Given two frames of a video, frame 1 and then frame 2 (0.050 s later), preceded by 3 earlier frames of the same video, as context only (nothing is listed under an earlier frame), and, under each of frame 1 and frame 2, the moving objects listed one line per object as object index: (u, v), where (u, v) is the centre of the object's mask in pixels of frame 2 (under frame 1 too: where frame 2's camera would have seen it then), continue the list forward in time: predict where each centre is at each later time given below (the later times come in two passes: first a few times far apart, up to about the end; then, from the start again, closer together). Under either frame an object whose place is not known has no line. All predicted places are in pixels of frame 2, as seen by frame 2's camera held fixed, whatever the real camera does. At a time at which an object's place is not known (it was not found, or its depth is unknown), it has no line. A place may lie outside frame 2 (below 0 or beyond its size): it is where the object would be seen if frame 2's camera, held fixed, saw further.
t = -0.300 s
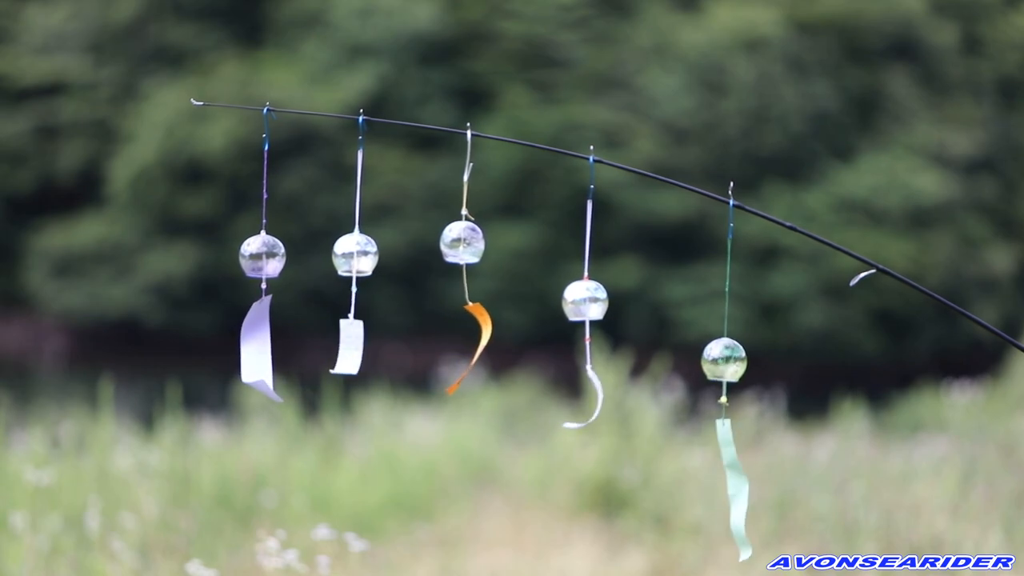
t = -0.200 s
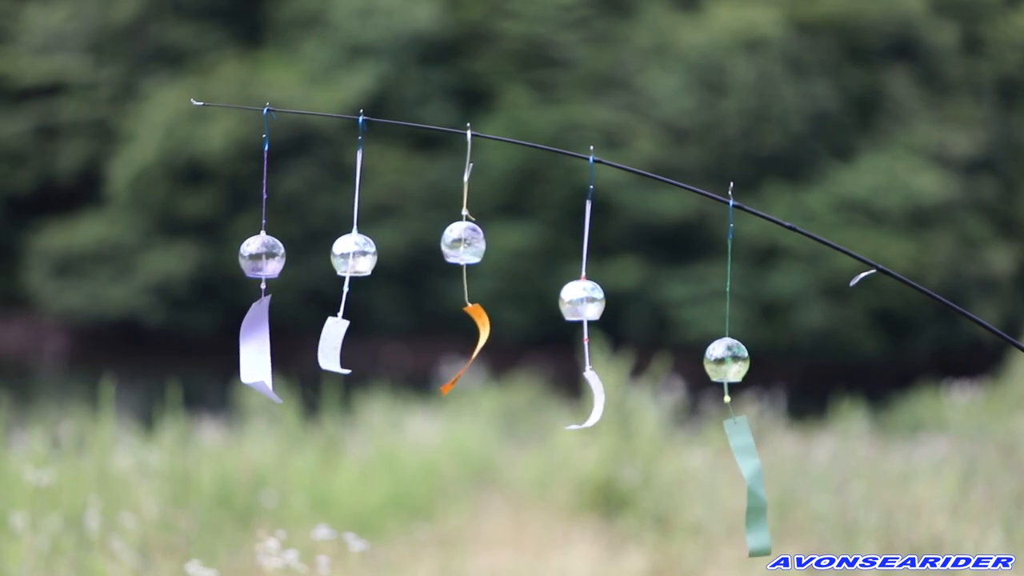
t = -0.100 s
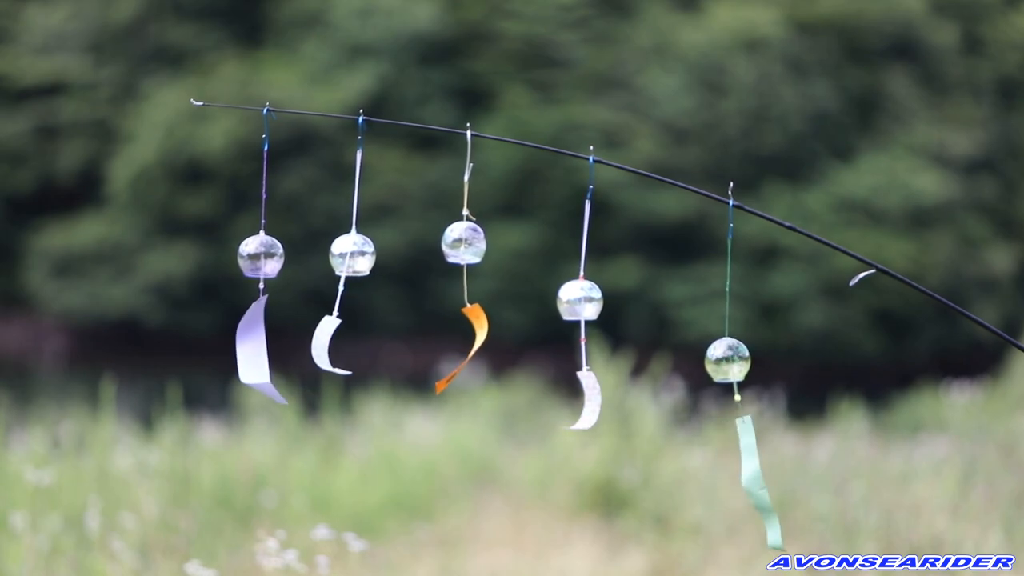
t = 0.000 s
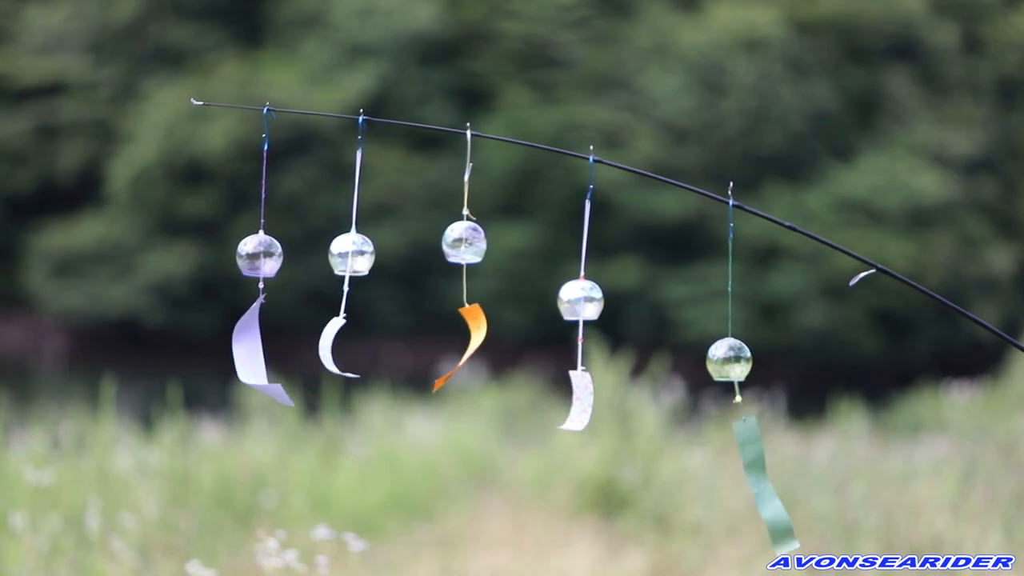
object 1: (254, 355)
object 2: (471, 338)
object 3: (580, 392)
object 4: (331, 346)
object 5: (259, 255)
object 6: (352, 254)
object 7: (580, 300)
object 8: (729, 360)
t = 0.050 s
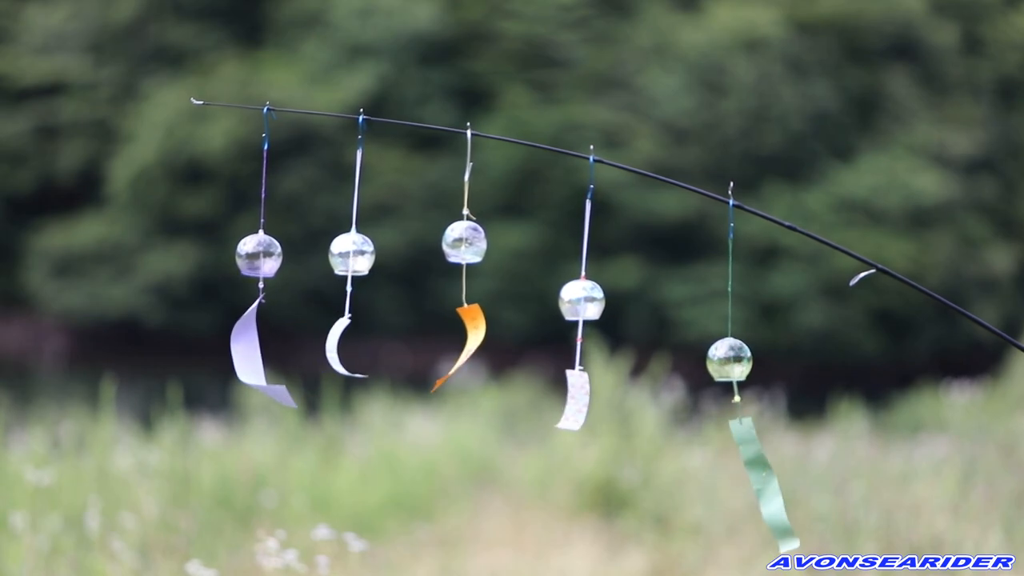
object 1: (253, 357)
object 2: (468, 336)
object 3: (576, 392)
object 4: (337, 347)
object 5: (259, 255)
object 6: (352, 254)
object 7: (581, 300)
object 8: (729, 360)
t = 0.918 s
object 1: (257, 361)
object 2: (465, 337)
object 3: (580, 391)
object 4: (336, 345)
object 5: (261, 254)
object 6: (349, 253)
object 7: (584, 300)
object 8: (724, 360)
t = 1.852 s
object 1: (256, 347)
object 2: (459, 344)
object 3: (582, 385)
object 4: (350, 346)
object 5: (258, 255)
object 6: (350, 253)
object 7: (588, 300)
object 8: (721, 359)
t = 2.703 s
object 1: (263, 344)
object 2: (464, 339)
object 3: (596, 390)
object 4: (372, 344)
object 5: (260, 253)
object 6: (359, 252)
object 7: (592, 299)
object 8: (729, 359)
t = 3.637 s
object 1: (267, 346)
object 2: (445, 342)
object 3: (604, 389)
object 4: (369, 347)
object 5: (261, 255)
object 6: (359, 253)
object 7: (590, 299)
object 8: (721, 359)
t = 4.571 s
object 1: (253, 351)
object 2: (447, 342)
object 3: (589, 392)
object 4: (366, 359)
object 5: (260, 257)
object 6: (359, 255)
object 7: (584, 301)
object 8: (722, 360)
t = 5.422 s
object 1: (300, 354)
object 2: (451, 340)
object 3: (570, 391)
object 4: (353, 349)
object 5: (269, 257)
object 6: (356, 255)
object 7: (581, 301)
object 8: (729, 360)
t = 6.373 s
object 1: (276, 353)
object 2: (467, 342)
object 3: (600, 391)
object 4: (348, 351)
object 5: (263, 258)
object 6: (355, 255)
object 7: (585, 301)
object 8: (734, 361)
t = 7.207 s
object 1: (239, 360)
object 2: (466, 343)
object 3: (614, 385)
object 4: (347, 347)
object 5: (260, 254)
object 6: (355, 253)
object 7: (592, 300)
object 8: (730, 360)
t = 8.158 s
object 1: (243, 362)
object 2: (443, 342)
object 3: (617, 383)
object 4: (355, 347)
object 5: (262, 253)
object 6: (356, 251)
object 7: (592, 299)
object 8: (727, 359)
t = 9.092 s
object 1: (263, 363)
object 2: (442, 336)
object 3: (594, 391)
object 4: (358, 346)
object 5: (263, 254)
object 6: (356, 252)
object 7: (586, 300)
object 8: (731, 360)
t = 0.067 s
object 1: (253, 358)
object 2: (467, 337)
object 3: (575, 391)
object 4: (339, 348)
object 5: (258, 255)
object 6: (353, 253)
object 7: (582, 300)
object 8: (729, 360)
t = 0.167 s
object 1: (251, 358)
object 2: (464, 339)
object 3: (571, 390)
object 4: (355, 349)
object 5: (258, 254)
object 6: (354, 253)
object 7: (585, 300)
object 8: (729, 359)
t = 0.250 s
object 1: (250, 358)
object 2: (459, 342)
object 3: (573, 390)
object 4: (367, 349)
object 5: (258, 254)
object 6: (354, 253)
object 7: (588, 300)
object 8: (728, 359)
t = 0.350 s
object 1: (246, 358)
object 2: (451, 343)
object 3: (581, 390)
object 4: (374, 348)
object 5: (258, 254)
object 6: (358, 253)
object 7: (589, 300)
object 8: (726, 360)
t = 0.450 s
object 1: (245, 360)
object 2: (445, 342)
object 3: (592, 391)
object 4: (372, 347)
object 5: (259, 255)
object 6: (360, 254)
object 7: (589, 300)
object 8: (724, 360)
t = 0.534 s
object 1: (246, 361)
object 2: (444, 339)
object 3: (600, 390)
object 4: (365, 347)
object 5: (260, 255)
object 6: (363, 253)
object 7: (588, 300)
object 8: (724, 360)
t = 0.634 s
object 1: (248, 360)
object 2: (449, 336)
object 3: (603, 390)
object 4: (353, 347)
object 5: (261, 255)
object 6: (360, 254)
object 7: (586, 300)
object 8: (723, 360)
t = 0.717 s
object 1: (253, 362)
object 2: (455, 335)
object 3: (600, 390)
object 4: (343, 345)
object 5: (261, 256)
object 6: (358, 254)
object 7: (585, 300)
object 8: (722, 360)
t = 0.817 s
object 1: (256, 362)
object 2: (462, 336)
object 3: (592, 391)
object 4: (337, 344)
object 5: (262, 255)
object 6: (354, 254)
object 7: (584, 300)
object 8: (723, 360)
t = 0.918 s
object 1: (257, 361)
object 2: (465, 337)
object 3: (580, 391)
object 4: (336, 345)
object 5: (261, 254)
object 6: (349, 253)
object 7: (584, 300)
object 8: (724, 360)
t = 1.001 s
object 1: (259, 361)
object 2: (465, 340)
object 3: (574, 390)
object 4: (338, 346)
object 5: (262, 254)
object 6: (349, 253)
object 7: (584, 300)
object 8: (726, 360)
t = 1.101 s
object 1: (259, 359)
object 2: (460, 341)
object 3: (573, 389)
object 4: (342, 347)
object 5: (262, 254)
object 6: (349, 253)
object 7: (584, 300)
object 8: (727, 360)
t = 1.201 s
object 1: (257, 354)
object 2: (452, 341)
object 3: (579, 388)
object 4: (350, 350)
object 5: (263, 254)
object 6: (352, 252)
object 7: (584, 300)
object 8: (727, 360)
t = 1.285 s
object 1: (254, 352)
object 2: (448, 340)
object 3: (588, 387)
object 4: (358, 352)
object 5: (263, 254)
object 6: (357, 253)
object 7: (585, 300)
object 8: (727, 360)
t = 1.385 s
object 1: (250, 343)
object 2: (447, 339)
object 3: (598, 384)
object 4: (366, 348)
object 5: (263, 255)
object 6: (361, 254)
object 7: (585, 300)
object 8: (726, 360)
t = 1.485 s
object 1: (248, 346)
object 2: (452, 336)
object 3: (605, 382)
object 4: (369, 346)
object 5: (263, 255)
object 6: (364, 254)
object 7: (586, 300)
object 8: (724, 360)
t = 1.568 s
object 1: (249, 345)
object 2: (457, 335)
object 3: (606, 382)
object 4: (370, 346)
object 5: (262, 255)
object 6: (361, 253)
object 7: (587, 300)
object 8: (723, 360)
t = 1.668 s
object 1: (248, 346)
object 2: (460, 338)
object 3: (600, 382)
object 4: (368, 346)
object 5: (261, 255)
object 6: (359, 254)
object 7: (588, 300)
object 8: (722, 359)
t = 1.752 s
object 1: (249, 345)
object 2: (460, 341)
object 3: (591, 382)
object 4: (361, 346)
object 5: (259, 255)
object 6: (354, 254)
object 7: (588, 300)
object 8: (720, 359)
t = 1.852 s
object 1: (256, 347)
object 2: (459, 344)
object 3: (582, 385)
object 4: (350, 346)
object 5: (258, 255)
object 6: (350, 253)
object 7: (588, 300)
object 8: (721, 359)
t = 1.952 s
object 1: (261, 353)
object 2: (457, 344)
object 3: (574, 385)
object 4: (336, 345)
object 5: (258, 255)
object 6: (350, 253)
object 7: (585, 300)
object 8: (721, 360)
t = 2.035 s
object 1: (265, 357)
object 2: (455, 343)
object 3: (571, 385)
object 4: (328, 344)
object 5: (259, 255)
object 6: (348, 253)
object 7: (583, 300)
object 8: (722, 360)
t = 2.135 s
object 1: (275, 359)
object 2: (453, 342)
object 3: (573, 388)
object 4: (325, 343)
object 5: (260, 255)
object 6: (349, 253)
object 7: (580, 300)
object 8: (723, 360)
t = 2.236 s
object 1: (288, 352)
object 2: (455, 339)
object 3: (580, 389)
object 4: (332, 344)
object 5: (262, 255)
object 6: (352, 254)
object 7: (580, 300)
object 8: (724, 360)
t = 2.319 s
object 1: (282, 344)
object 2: (458, 336)
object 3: (587, 390)
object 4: (345, 345)
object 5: (264, 255)
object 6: (356, 253)
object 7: (582, 300)
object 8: (725, 360)
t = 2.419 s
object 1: (273, 352)
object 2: (461, 337)
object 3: (592, 391)
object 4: (361, 345)
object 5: (265, 255)
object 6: (358, 253)
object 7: (585, 300)
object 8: (726, 360)
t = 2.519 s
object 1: (267, 364)
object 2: (464, 335)
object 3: (596, 391)
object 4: (374, 344)
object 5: (265, 255)
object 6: (361, 253)
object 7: (589, 300)
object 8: (727, 360)
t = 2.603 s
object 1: (265, 352)
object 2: (467, 335)
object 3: (597, 390)
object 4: (377, 343)
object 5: (263, 254)
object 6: (361, 252)
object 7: (591, 299)
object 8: (728, 359)
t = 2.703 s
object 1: (263, 344)
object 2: (464, 339)
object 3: (596, 390)
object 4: (372, 344)
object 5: (260, 253)
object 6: (359, 252)
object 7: (592, 299)
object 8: (729, 359)
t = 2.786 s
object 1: (261, 347)
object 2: (456, 341)
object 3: (594, 390)
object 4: (362, 345)
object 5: (258, 252)
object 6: (357, 252)
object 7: (591, 299)
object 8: (730, 359)
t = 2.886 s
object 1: (253, 353)
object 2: (442, 341)
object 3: (592, 389)
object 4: (347, 346)
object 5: (258, 252)
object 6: (352, 251)
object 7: (588, 299)
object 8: (731, 359)
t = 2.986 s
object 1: (255, 363)
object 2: (433, 337)
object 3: (587, 389)
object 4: (332, 344)
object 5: (258, 252)
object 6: (351, 252)
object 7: (584, 299)
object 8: (731, 359)
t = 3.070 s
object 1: (259, 354)
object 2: (434, 335)
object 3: (583, 389)
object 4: (325, 345)
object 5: (260, 254)
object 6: (351, 252)
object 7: (581, 299)
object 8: (731, 359)
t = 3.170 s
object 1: (255, 346)
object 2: (442, 334)
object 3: (579, 390)
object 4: (325, 347)
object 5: (263, 255)
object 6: (347, 253)
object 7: (580, 300)
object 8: (729, 360)
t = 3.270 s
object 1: (250, 354)
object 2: (453, 336)
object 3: (579, 391)
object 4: (335, 352)
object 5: (265, 256)
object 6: (349, 254)
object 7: (580, 300)
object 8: (727, 360)
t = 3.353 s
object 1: (254, 363)
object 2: (459, 341)
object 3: (581, 392)
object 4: (346, 351)
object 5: (265, 258)
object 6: (351, 255)
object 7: (581, 301)
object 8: (725, 360)
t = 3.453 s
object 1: (255, 361)
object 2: (460, 343)
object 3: (587, 393)
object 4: (360, 350)
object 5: (264, 257)
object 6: (355, 255)
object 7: (585, 301)
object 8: (723, 360)
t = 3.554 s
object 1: (265, 350)
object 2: (453, 343)
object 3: (596, 392)
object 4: (368, 349)
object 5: (263, 256)
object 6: (358, 254)
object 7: (588, 300)
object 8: (721, 360)
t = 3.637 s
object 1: (267, 346)
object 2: (445, 342)
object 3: (604, 389)
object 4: (369, 347)
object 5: (261, 255)
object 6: (359, 253)
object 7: (590, 299)
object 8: (721, 359)
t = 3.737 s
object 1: (267, 348)
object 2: (440, 339)
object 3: (612, 387)
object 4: (363, 347)
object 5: (259, 253)
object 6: (359, 252)
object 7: (591, 299)
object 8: (721, 359)
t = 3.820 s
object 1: (263, 352)
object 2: (440, 338)
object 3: (613, 386)
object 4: (355, 346)
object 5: (259, 252)
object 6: (357, 251)
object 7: (591, 299)
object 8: (723, 359)
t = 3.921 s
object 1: (258, 356)
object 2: (448, 337)
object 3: (611, 386)
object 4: (345, 344)
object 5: (260, 251)
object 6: (354, 250)
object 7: (590, 299)
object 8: (726, 359)
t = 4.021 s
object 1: (258, 357)
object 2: (457, 339)
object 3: (604, 388)
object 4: (337, 344)
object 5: (262, 252)
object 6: (351, 250)
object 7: (588, 299)
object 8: (728, 359)
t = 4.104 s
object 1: (265, 360)
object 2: (463, 342)
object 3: (595, 390)
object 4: (335, 351)
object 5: (263, 253)
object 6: (350, 252)
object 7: (586, 299)
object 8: (729, 360)
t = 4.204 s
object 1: (278, 363)
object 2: (468, 344)
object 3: (585, 392)
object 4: (337, 349)
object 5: (265, 255)
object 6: (351, 252)
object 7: (585, 300)
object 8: (729, 360)
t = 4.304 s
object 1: (286, 368)
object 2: (464, 347)
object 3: (577, 393)
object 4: (347, 358)
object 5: (265, 257)
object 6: (352, 255)
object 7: (584, 301)
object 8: (729, 360)
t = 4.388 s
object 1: (282, 358)
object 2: (458, 349)
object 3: (576, 394)
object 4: (356, 362)
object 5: (264, 258)
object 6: (354, 256)
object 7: (583, 301)
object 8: (727, 361)
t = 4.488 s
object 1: (269, 351)
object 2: (450, 348)
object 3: (581, 393)
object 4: (362, 360)
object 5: (262, 258)
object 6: (357, 256)
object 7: (584, 301)
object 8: (724, 360)
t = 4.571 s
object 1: (253, 351)
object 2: (447, 342)
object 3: (589, 392)
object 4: (366, 359)
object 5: (260, 257)
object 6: (359, 255)
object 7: (584, 301)
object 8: (722, 360)
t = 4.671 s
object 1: (243, 362)
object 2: (448, 338)
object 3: (600, 389)
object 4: (361, 355)
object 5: (258, 256)
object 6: (360, 254)
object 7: (586, 301)
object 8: (722, 360)
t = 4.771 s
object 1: (246, 374)
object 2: (453, 338)
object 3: (607, 388)
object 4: (357, 351)
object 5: (257, 254)
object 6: (359, 253)
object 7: (588, 301)
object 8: (721, 360)
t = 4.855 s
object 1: (242, 374)
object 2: (456, 338)
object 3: (609, 388)
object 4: (353, 347)
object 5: (257, 253)
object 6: (358, 252)
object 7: (591, 300)
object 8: (722, 359)
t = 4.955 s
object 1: (241, 374)
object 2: (455, 340)
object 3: (606, 390)
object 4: (351, 346)
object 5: (259, 253)
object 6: (356, 252)
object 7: (592, 299)
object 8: (725, 359)
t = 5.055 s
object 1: (235, 364)
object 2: (450, 341)
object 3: (598, 391)
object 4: (351, 346)
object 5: (262, 254)
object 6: (354, 252)
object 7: (592, 299)
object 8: (727, 359)
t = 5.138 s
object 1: (247, 362)
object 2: (445, 341)
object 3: (588, 391)
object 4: (350, 347)
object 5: (264, 255)
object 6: (352, 252)
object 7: (590, 299)
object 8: (728, 359)
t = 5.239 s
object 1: (272, 363)
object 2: (442, 342)
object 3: (578, 391)
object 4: (351, 348)
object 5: (266, 256)
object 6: (353, 253)
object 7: (587, 300)
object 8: (729, 360)
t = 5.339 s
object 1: (292, 360)
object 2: (445, 341)
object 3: (572, 391)
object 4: (352, 348)
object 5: (268, 257)
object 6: (354, 254)
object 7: (583, 300)
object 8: (730, 360)
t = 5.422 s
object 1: (300, 354)
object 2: (451, 340)
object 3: (570, 391)
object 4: (353, 349)
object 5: (269, 257)
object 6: (356, 255)
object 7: (581, 301)
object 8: (729, 360)
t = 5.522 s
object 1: (298, 350)
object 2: (458, 339)
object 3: (573, 391)
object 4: (354, 348)
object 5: (268, 257)
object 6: (357, 255)
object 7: (579, 301)
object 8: (728, 360)
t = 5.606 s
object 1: (289, 354)
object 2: (460, 340)
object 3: (578, 392)
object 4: (354, 348)
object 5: (267, 257)
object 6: (357, 255)
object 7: (580, 301)
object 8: (725, 361)
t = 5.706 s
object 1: (275, 360)
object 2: (457, 342)
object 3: (586, 392)
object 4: (355, 347)
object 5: (265, 256)
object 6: (357, 254)
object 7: (583, 301)
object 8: (724, 360)
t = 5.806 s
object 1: (255, 365)
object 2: (450, 343)
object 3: (594, 392)
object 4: (356, 346)
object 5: (263, 254)
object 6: (356, 253)
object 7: (587, 300)
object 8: (725, 360)
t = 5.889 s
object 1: (242, 362)
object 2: (445, 342)
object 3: (600, 392)
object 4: (355, 346)
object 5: (261, 254)
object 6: (355, 252)
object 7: (591, 299)
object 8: (726, 359)
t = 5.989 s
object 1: (236, 365)
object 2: (444, 341)
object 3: (606, 391)
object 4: (354, 346)
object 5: (260, 253)
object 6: (354, 252)
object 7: (594, 299)
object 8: (728, 359)
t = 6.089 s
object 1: (241, 362)
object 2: (450, 341)
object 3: (609, 391)
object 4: (351, 348)
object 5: (259, 255)
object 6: (354, 253)
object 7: (594, 300)
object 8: (731, 360)
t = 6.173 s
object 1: (251, 360)
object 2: (457, 341)
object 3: (609, 390)
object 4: (349, 348)
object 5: (260, 255)
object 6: (353, 253)
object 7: (593, 300)
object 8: (732, 360)
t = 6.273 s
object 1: (265, 357)
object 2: (465, 341)
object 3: (606, 390)
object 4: (346, 349)
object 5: (261, 256)
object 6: (354, 254)
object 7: (589, 301)
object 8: (734, 360)
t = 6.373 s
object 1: (276, 353)
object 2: (467, 342)
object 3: (600, 391)
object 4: (348, 351)
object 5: (263, 258)
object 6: (355, 255)
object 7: (585, 301)
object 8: (734, 361)
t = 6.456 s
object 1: (281, 352)
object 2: (465, 344)
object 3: (594, 392)
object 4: (351, 353)
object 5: (265, 258)
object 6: (356, 255)
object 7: (583, 302)
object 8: (733, 361)
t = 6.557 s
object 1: (280, 354)
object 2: (456, 346)
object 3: (586, 394)
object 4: (358, 354)
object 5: (266, 258)
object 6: (357, 256)
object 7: (582, 302)
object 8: (730, 361)
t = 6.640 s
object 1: (277, 360)
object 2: (447, 345)
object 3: (581, 394)
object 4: (362, 351)
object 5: (266, 258)
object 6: (357, 255)
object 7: (583, 301)
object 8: (727, 361)
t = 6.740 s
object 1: (269, 363)
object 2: (439, 338)
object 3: (582, 394)
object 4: (365, 350)
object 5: (265, 256)
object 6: (357, 254)
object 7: (585, 301)
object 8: (725, 360)
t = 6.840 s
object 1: (257, 364)
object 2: (441, 333)
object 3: (590, 393)
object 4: (363, 348)
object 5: (263, 254)
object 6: (356, 253)
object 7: (588, 300)
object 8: (724, 360)
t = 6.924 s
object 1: (251, 365)
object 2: (450, 333)
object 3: (599, 389)
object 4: (358, 346)
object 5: (261, 253)
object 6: (356, 252)
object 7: (590, 299)
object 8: (724, 359)
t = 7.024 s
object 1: (244, 365)
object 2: (462, 337)
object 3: (607, 385)
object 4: (353, 346)
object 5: (259, 253)
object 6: (356, 252)
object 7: (592, 300)
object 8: (725, 360)
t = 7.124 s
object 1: (238, 361)
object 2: (468, 340)
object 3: (613, 385)
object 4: (348, 346)
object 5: (259, 254)
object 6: (355, 252)
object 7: (592, 300)
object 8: (726, 360)
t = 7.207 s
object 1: (239, 360)
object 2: (466, 343)
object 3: (614, 385)
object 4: (347, 347)
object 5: (260, 254)
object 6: (355, 253)
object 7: (592, 300)
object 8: (730, 360)
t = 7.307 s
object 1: (245, 361)
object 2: (455, 345)
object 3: (609, 388)
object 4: (349, 349)
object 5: (261, 256)
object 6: (355, 254)
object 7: (590, 300)
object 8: (733, 361)
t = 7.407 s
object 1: (255, 364)
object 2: (442, 346)
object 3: (596, 392)
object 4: (354, 350)
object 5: (264, 257)
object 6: (355, 255)
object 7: (588, 301)
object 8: (732, 361)
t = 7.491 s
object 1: (266, 364)
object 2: (436, 344)
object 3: (581, 392)
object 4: (359, 351)
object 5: (265, 258)
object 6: (355, 255)
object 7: (586, 301)
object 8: (730, 361)
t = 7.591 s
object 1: (276, 361)
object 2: (438, 341)
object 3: (566, 391)
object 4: (360, 351)
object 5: (266, 258)
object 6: (354, 256)
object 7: (583, 301)
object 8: (726, 361)
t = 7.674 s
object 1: (281, 361)
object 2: (446, 337)
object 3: (560, 388)
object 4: (359, 350)
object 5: (266, 257)
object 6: (355, 255)
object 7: (581, 301)
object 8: (725, 361)
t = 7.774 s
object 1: (279, 362)
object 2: (458, 335)
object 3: (563, 388)
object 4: (355, 348)
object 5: (266, 255)
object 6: (355, 253)
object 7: (580, 300)
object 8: (723, 360)
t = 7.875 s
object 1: (270, 361)
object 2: (464, 338)
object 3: (575, 388)
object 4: (351, 347)
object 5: (265, 254)
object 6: (355, 252)
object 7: (581, 299)
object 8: (722, 360)
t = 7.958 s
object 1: (261, 362)
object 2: (463, 341)
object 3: (590, 390)
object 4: (350, 346)
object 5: (264, 253)
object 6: (356, 251)
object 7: (583, 299)
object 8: (722, 359)
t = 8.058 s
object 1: (250, 363)
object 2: (454, 342)
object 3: (608, 385)
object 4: (352, 346)
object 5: (263, 252)
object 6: (355, 251)
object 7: (587, 299)
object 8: (724, 359)
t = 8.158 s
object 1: (243, 362)
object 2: (443, 342)
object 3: (617, 383)
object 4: (355, 347)
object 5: (262, 253)
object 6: (356, 251)
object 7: (592, 299)
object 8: (727, 359)
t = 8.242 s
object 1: (241, 360)
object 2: (438, 340)
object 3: (619, 384)
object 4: (359, 348)
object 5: (262, 254)
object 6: (356, 252)
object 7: (595, 299)
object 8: (728, 359)
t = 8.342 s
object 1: (241, 360)
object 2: (440, 338)
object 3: (614, 386)
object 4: (360, 348)
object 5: (261, 255)
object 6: (356, 253)
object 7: (596, 299)
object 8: (725, 359)
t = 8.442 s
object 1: (245, 361)
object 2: (448, 337)
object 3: (603, 390)
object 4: (358, 349)
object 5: (261, 256)
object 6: (355, 254)
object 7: (594, 300)
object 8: (722, 360)
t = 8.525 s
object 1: (248, 358)
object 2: (456, 338)
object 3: (592, 391)
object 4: (356, 349)
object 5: (261, 257)
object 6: (355, 254)
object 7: (590, 300)
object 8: (719, 360)
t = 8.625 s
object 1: (255, 360)
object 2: (460, 340)
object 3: (579, 392)
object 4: (352, 348)
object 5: (262, 257)
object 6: (355, 254)
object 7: (585, 301)
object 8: (718, 360)
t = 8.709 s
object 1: (260, 363)
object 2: (457, 342)
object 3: (571, 392)
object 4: (350, 348)
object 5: (261, 257)
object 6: (354, 254)
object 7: (579, 300)
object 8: (718, 360)
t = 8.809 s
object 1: (264, 361)
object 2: (449, 343)
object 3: (568, 391)
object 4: (350, 347)
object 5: (262, 256)
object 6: (354, 253)
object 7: (576, 299)
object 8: (721, 359)
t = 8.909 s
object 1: (267, 364)
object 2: (440, 341)
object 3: (572, 391)
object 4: (353, 347)
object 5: (263, 255)
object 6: (354, 253)
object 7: (577, 299)
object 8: (724, 360)
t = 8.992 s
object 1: (266, 364)
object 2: (438, 338)
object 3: (581, 392)
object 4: (356, 346)
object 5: (263, 255)
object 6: (355, 253)
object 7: (580, 299)
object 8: (728, 360)
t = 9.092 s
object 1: (263, 363)
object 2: (442, 336)
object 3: (594, 391)
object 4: (358, 346)
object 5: (263, 254)
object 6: (356, 252)
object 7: (586, 300)
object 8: (731, 360)
